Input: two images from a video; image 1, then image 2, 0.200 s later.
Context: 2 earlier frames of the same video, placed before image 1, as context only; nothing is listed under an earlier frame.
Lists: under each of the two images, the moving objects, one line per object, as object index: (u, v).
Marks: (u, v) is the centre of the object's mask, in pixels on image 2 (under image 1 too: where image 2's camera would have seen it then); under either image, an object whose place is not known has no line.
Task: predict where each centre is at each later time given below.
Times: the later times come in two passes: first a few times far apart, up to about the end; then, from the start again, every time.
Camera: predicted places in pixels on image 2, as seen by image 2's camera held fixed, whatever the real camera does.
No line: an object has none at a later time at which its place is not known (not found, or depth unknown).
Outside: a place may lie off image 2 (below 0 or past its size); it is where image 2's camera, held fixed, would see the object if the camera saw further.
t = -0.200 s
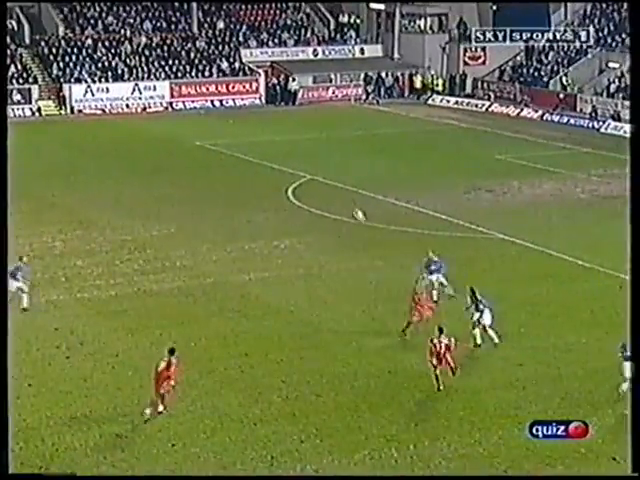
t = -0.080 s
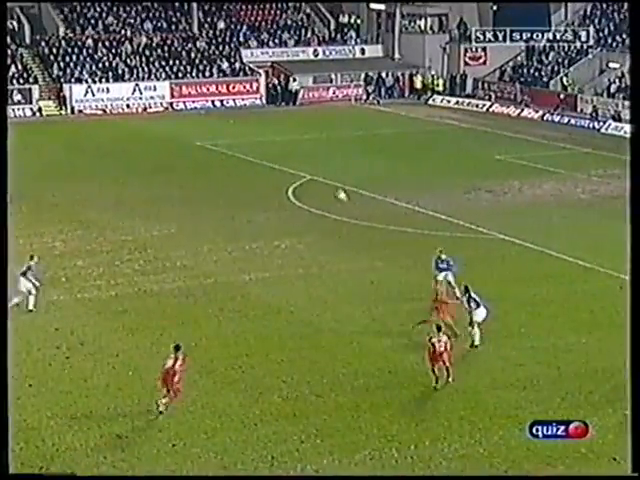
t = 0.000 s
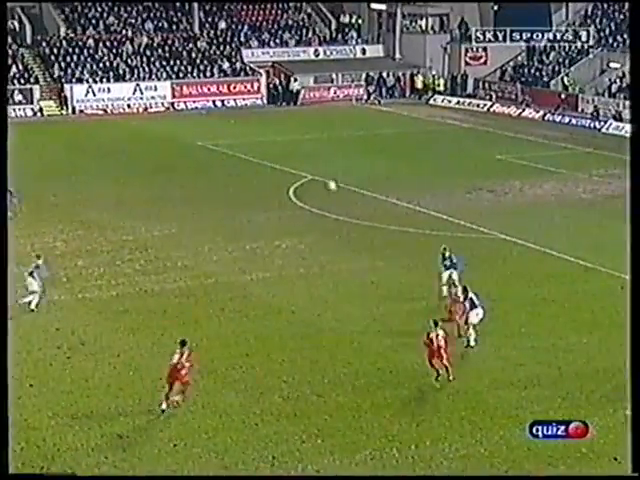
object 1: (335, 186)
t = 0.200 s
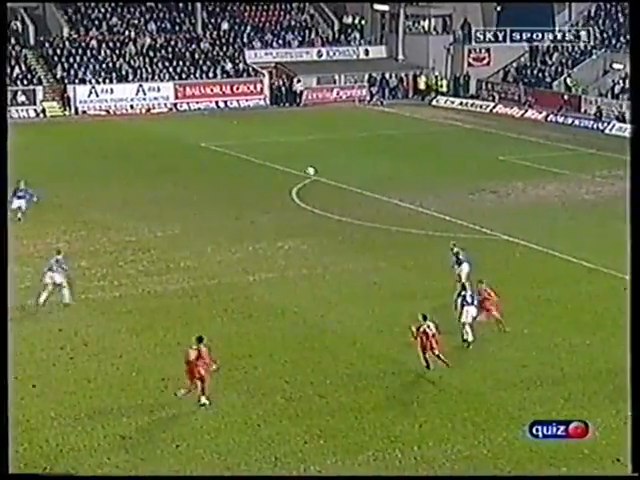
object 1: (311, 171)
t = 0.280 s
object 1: (301, 168)
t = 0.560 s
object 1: (274, 175)
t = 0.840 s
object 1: (249, 201)
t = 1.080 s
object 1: (233, 235)
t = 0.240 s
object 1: (307, 169)
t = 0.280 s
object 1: (301, 168)
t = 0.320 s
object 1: (297, 168)
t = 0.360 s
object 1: (293, 167)
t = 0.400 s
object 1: (289, 168)
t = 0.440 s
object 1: (285, 169)
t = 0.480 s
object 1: (281, 171)
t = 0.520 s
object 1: (278, 173)
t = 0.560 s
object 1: (274, 175)
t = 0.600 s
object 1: (270, 178)
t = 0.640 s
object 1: (266, 181)
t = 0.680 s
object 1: (263, 184)
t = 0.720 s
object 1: (260, 188)
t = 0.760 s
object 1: (257, 193)
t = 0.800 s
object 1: (253, 196)
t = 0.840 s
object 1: (249, 201)
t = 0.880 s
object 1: (247, 206)
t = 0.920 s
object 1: (244, 211)
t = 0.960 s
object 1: (242, 217)
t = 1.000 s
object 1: (239, 223)
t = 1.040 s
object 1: (236, 230)
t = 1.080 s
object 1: (233, 235)
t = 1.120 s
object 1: (231, 242)
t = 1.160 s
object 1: (229, 237)
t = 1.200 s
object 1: (228, 229)
